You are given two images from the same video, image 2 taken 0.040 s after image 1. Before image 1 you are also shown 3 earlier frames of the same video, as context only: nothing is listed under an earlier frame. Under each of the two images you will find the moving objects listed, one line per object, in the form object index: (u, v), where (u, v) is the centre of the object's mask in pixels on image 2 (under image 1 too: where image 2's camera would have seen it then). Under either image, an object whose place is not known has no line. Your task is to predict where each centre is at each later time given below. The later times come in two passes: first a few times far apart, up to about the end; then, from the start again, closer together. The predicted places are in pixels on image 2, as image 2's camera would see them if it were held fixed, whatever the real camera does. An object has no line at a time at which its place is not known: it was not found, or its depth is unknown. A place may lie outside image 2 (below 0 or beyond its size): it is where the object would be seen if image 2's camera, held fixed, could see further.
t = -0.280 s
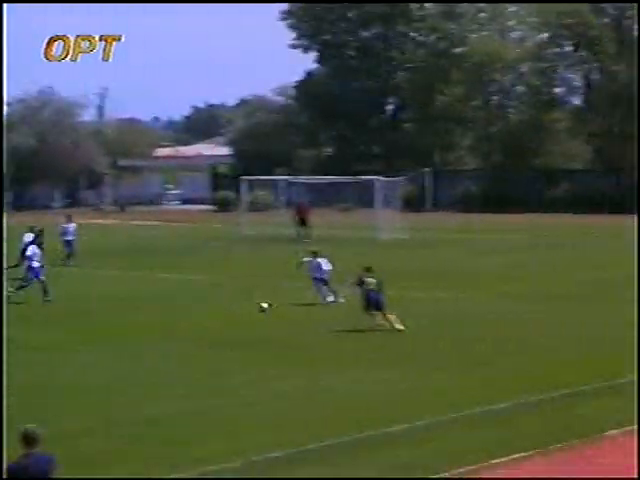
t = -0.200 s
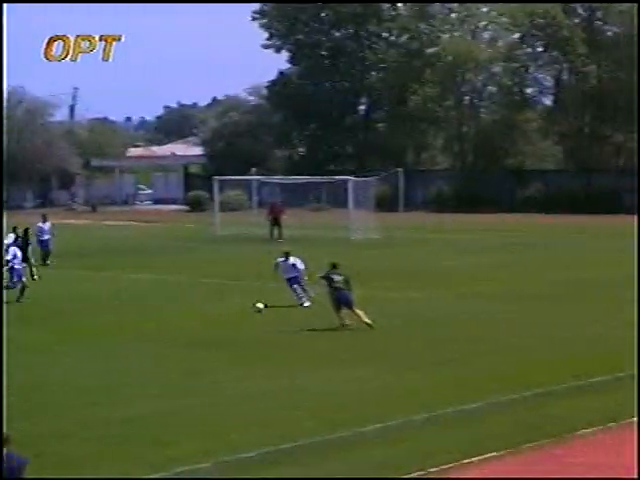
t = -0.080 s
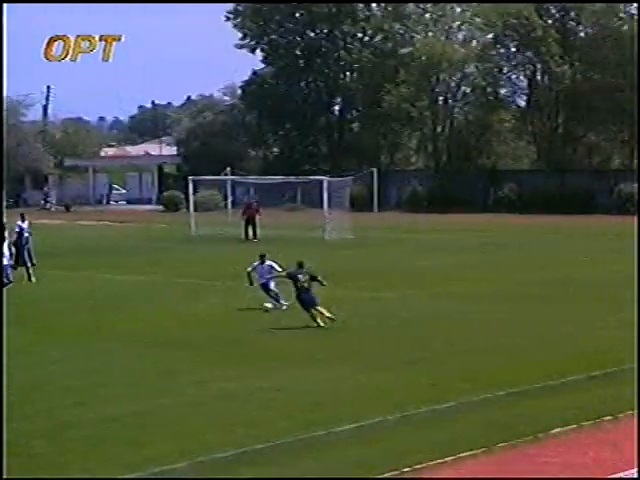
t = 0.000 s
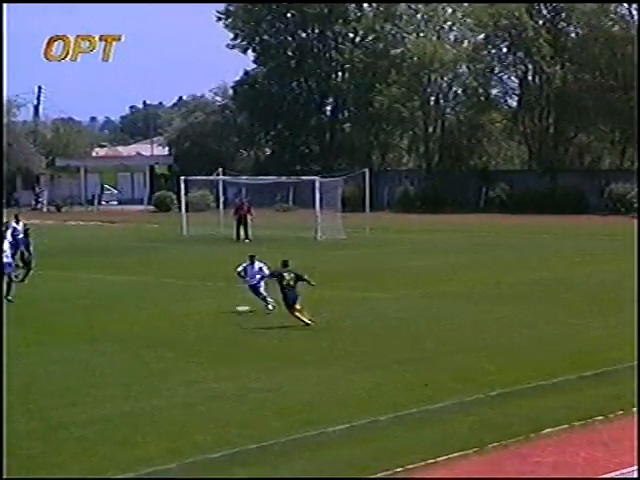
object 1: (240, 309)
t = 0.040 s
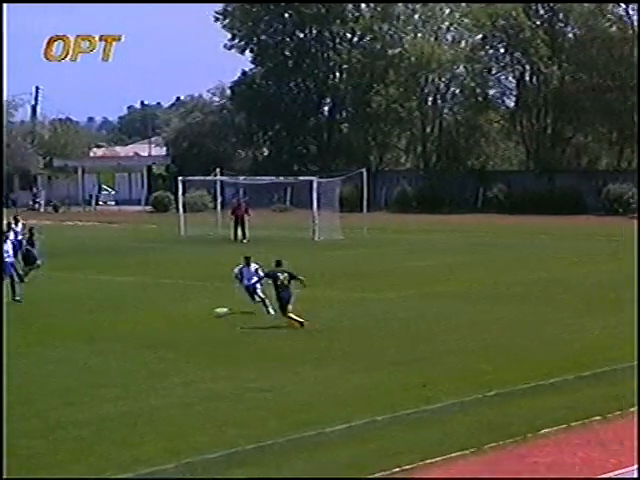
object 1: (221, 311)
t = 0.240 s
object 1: (130, 322)
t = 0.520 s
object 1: (18, 334)
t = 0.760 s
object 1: (-64, 344)
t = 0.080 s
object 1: (203, 314)
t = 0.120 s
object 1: (184, 315)
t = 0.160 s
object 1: (166, 318)
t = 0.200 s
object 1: (147, 320)
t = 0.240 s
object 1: (130, 322)
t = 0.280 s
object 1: (113, 323)
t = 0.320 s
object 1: (97, 325)
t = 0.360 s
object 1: (80, 327)
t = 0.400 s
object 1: (64, 328)
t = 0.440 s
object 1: (48, 330)
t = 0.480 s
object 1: (33, 332)
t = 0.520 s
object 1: (18, 334)
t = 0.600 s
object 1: (-11, 338)
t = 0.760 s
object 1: (-64, 344)
